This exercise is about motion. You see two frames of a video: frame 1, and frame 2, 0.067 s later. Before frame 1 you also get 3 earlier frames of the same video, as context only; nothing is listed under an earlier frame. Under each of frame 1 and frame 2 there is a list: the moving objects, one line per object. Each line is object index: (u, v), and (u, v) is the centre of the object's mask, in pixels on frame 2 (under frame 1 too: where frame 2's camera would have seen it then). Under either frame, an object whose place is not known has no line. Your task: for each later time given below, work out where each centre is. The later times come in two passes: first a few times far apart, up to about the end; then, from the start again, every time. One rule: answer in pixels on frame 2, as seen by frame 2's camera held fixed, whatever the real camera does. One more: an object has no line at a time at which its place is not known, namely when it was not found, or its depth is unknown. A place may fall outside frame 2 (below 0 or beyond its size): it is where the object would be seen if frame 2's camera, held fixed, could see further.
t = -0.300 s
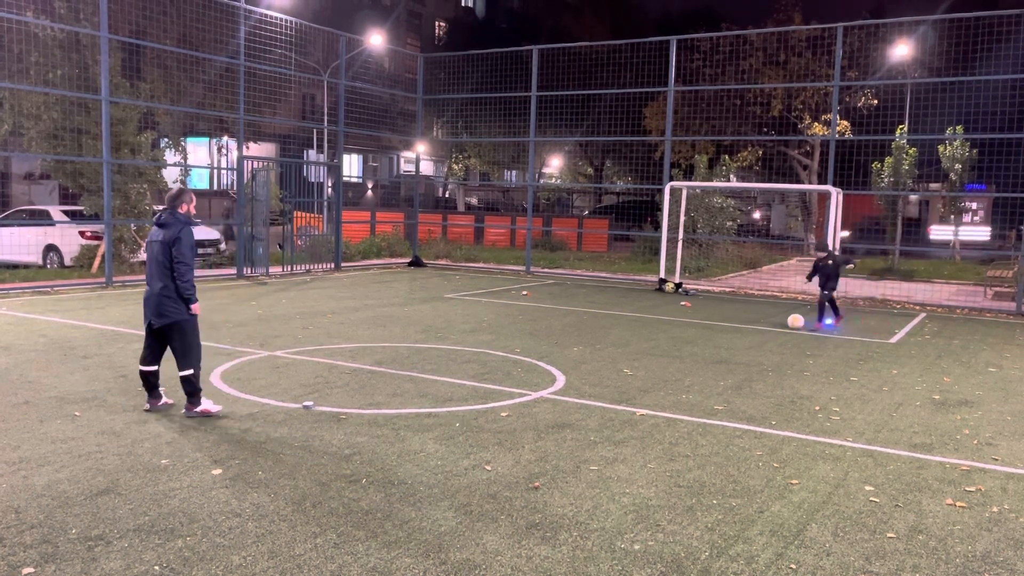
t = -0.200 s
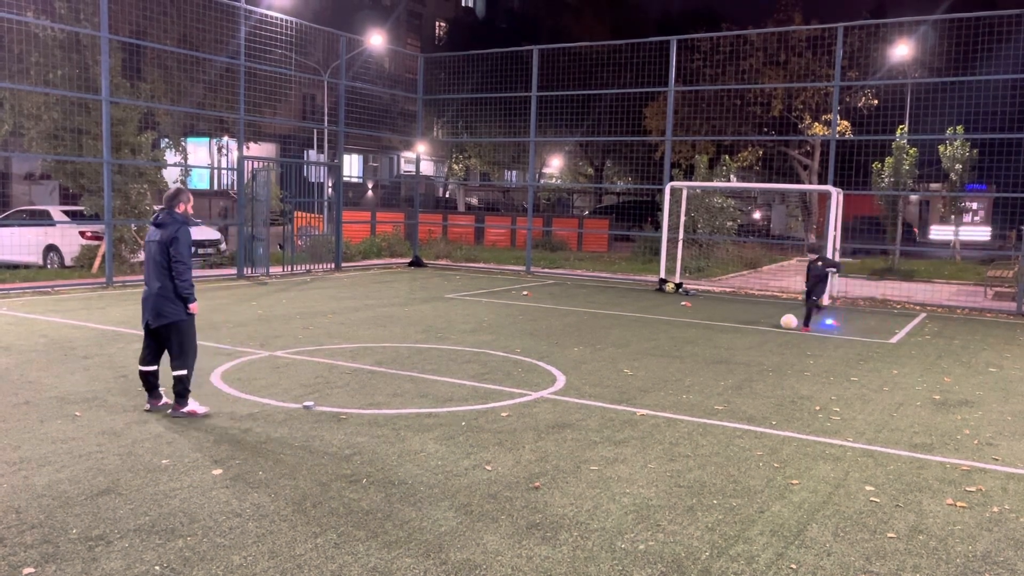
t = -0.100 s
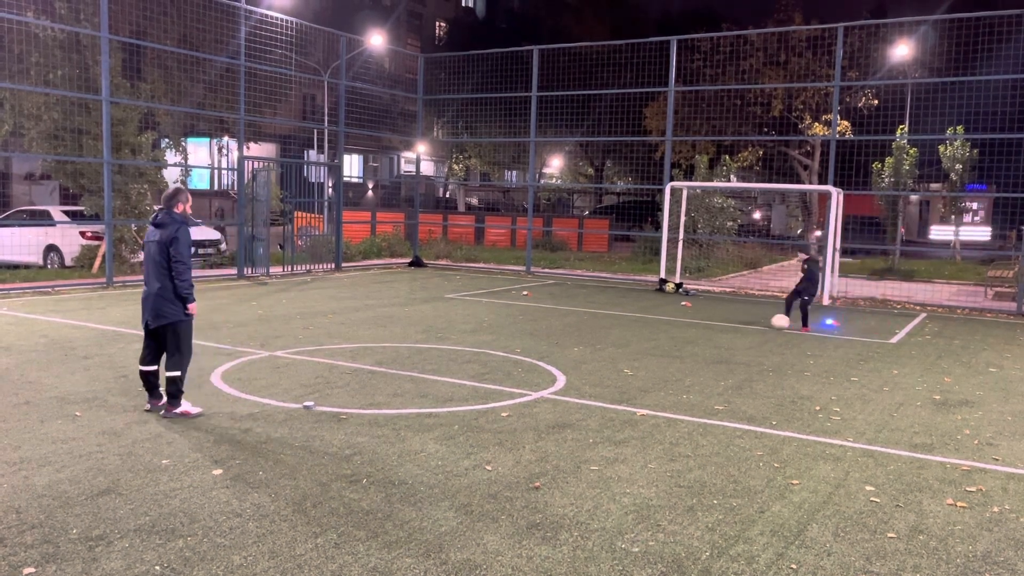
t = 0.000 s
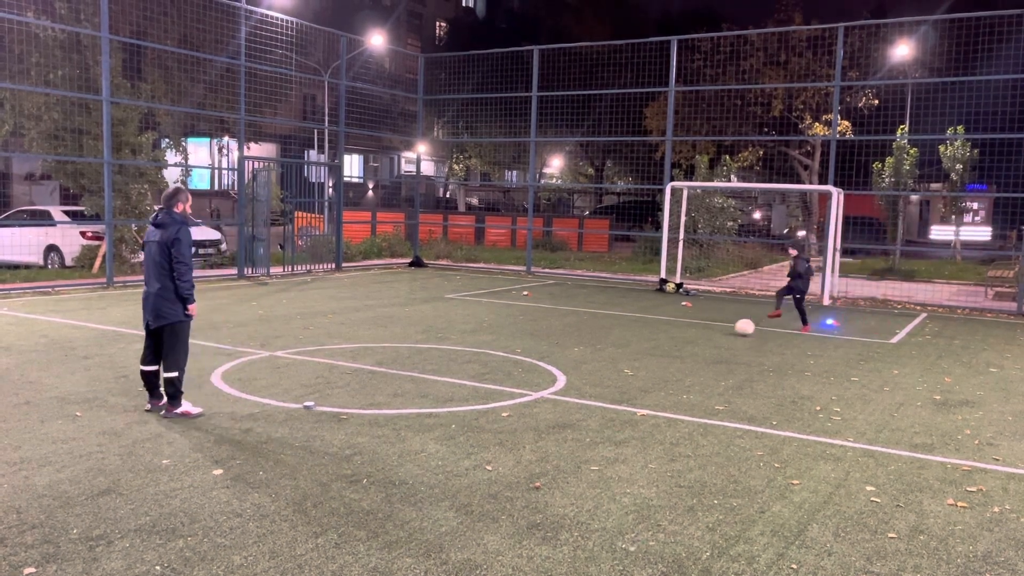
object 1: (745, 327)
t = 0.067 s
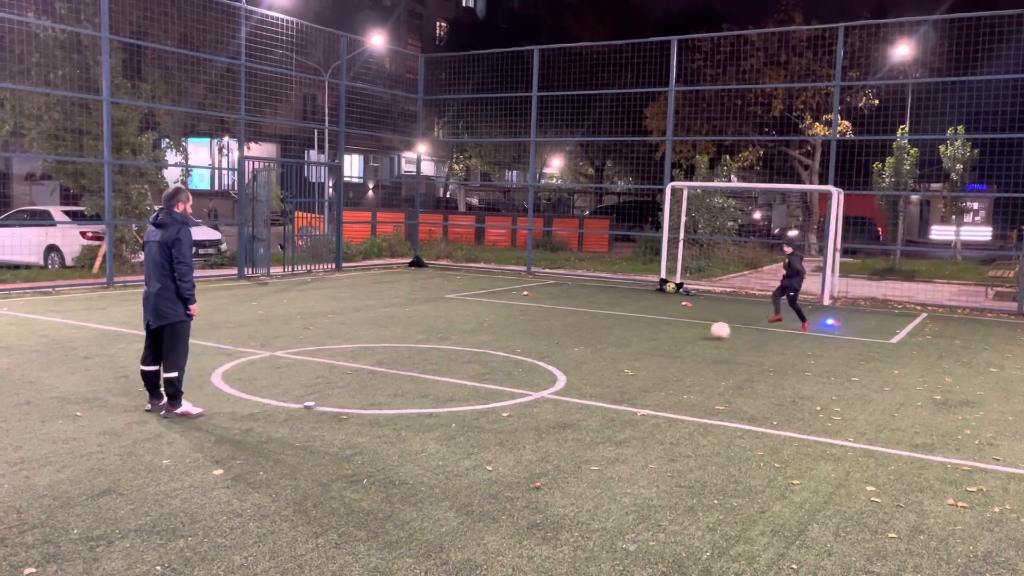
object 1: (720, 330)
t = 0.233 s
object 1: (654, 340)
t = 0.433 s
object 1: (573, 351)
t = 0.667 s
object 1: (475, 362)
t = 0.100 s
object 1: (707, 333)
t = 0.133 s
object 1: (694, 335)
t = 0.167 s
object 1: (681, 337)
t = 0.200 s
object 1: (668, 338)
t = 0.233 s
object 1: (654, 340)
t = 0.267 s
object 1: (641, 343)
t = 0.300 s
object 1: (628, 344)
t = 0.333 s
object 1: (614, 345)
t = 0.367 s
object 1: (601, 346)
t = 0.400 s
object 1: (586, 350)
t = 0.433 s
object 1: (573, 351)
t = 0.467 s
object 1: (560, 352)
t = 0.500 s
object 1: (546, 352)
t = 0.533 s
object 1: (532, 355)
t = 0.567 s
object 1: (518, 360)
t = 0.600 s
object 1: (504, 361)
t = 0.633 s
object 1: (489, 362)
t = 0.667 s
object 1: (475, 362)
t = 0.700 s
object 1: (460, 365)
